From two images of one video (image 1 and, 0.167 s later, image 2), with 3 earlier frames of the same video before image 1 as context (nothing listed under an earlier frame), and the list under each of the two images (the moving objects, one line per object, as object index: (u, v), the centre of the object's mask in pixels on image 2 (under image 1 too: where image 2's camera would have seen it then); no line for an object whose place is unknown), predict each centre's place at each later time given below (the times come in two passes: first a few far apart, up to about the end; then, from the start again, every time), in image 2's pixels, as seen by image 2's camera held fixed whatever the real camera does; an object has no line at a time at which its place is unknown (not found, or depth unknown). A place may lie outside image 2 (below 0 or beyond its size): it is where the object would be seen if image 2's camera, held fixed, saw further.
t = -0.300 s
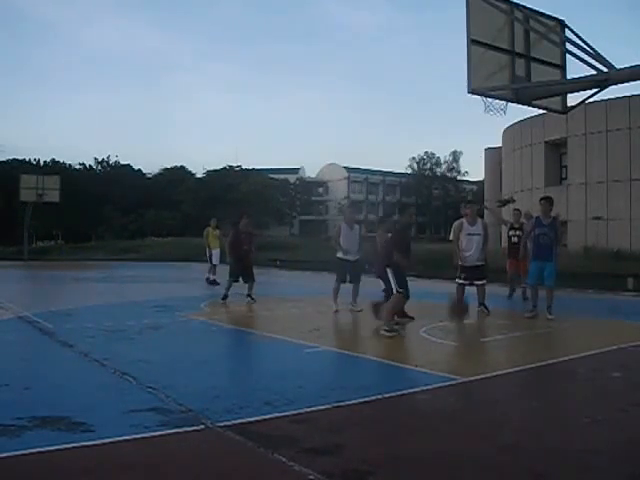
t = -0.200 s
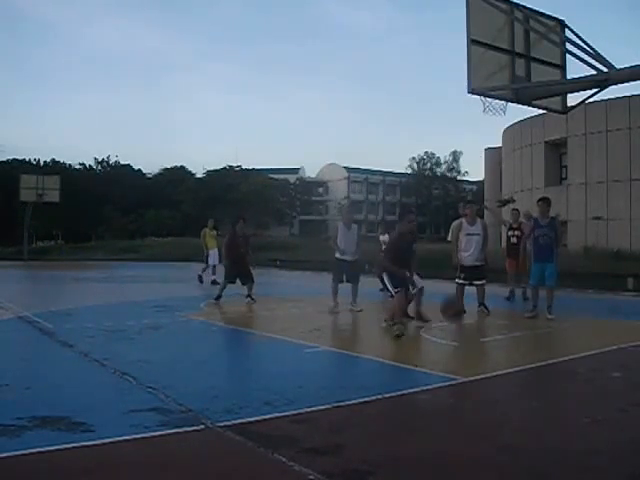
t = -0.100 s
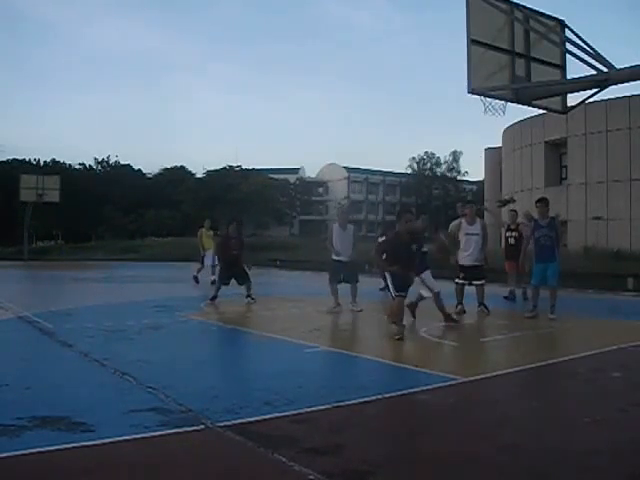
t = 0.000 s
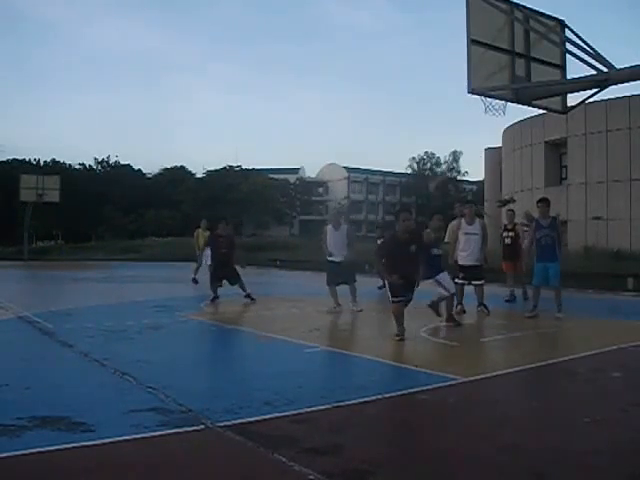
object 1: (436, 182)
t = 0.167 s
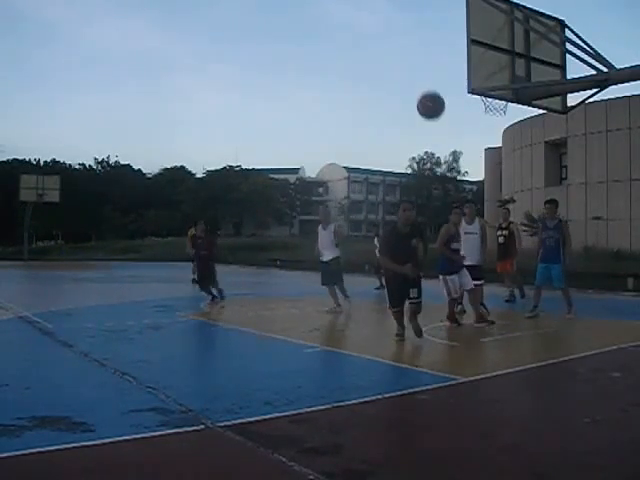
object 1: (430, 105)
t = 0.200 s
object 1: (428, 93)
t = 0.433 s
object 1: (408, 33)
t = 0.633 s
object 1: (387, 33)
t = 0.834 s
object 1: (361, 96)
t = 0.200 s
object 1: (428, 93)
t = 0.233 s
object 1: (425, 81)
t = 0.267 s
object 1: (423, 70)
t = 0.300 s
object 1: (420, 60)
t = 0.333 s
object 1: (417, 51)
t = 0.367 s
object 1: (414, 44)
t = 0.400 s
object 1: (411, 38)
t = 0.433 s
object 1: (408, 33)
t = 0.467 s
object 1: (405, 29)
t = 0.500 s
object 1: (401, 27)
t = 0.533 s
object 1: (398, 26)
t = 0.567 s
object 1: (394, 27)
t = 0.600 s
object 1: (391, 29)
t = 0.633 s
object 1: (387, 33)
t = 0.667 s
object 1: (383, 38)
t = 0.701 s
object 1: (379, 46)
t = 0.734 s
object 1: (375, 55)
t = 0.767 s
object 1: (370, 66)
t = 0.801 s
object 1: (366, 79)
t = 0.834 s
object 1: (361, 96)
